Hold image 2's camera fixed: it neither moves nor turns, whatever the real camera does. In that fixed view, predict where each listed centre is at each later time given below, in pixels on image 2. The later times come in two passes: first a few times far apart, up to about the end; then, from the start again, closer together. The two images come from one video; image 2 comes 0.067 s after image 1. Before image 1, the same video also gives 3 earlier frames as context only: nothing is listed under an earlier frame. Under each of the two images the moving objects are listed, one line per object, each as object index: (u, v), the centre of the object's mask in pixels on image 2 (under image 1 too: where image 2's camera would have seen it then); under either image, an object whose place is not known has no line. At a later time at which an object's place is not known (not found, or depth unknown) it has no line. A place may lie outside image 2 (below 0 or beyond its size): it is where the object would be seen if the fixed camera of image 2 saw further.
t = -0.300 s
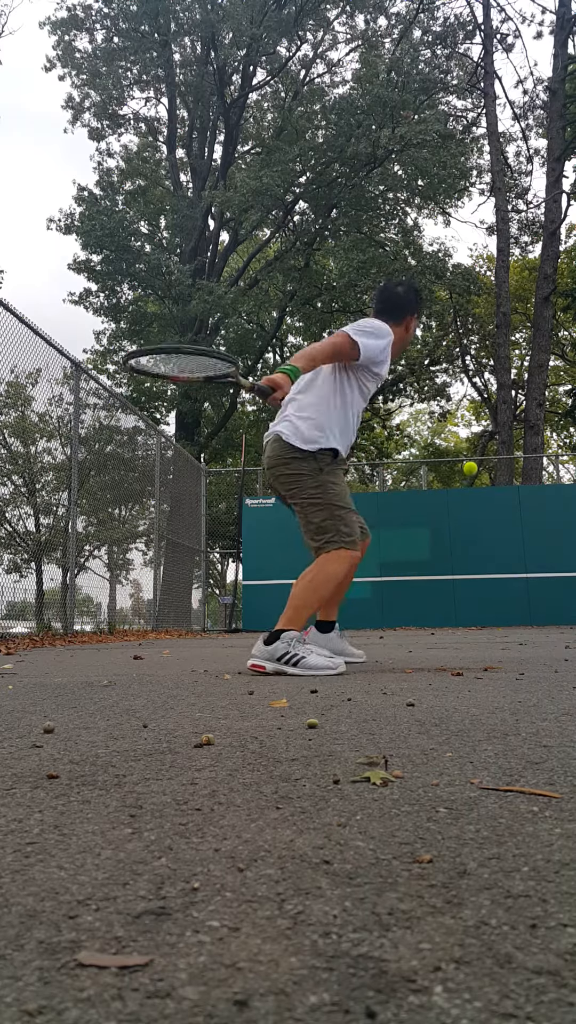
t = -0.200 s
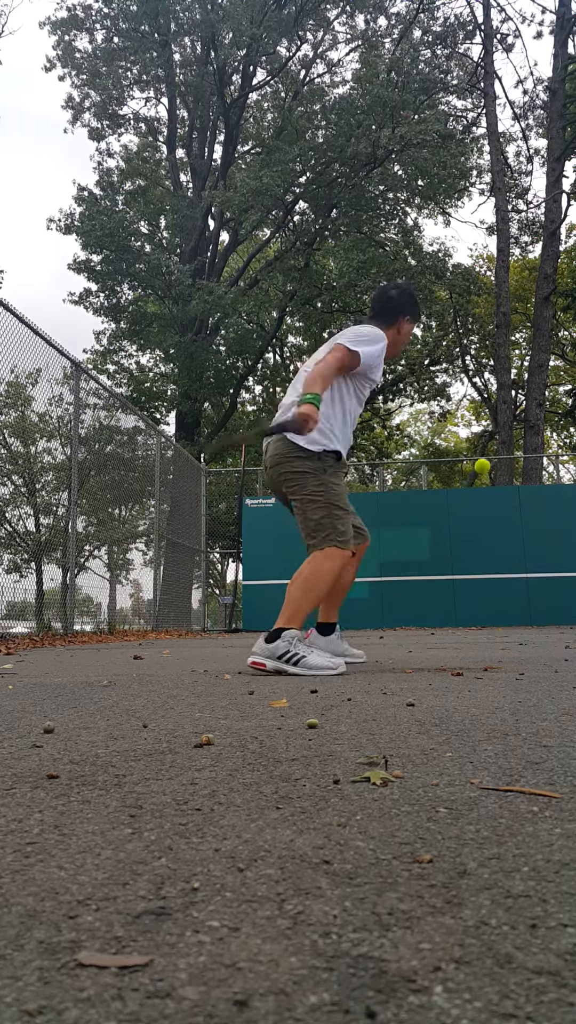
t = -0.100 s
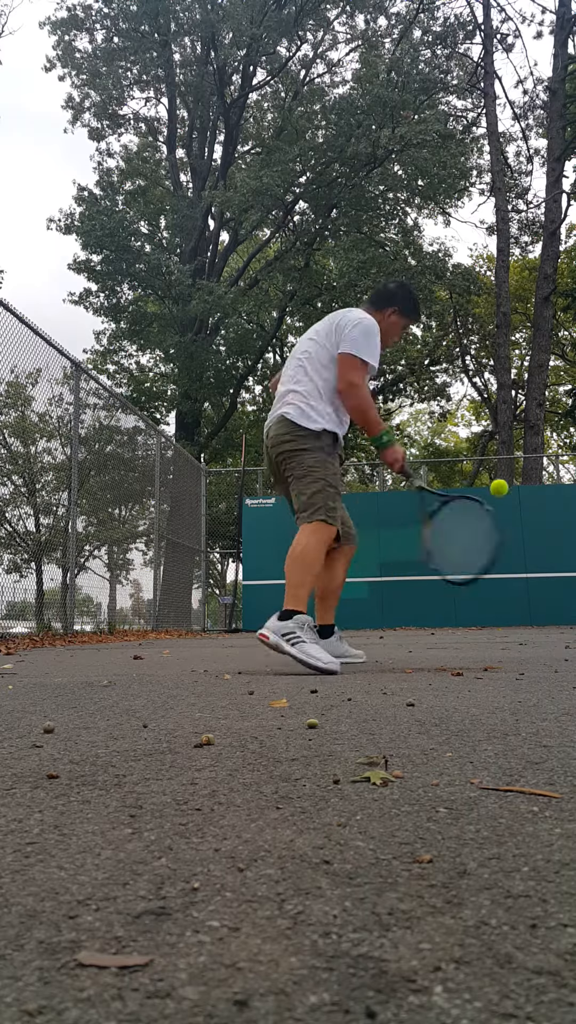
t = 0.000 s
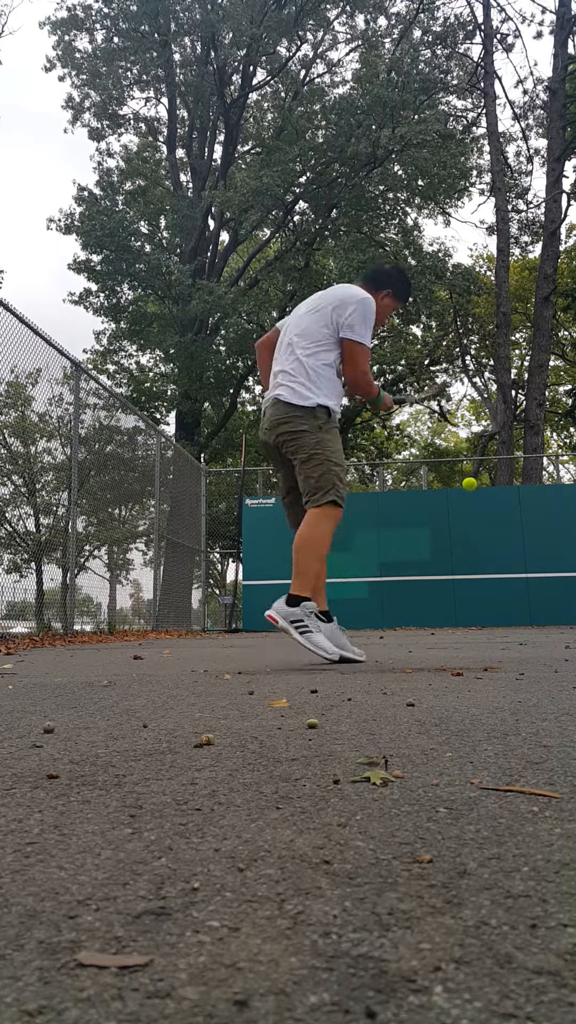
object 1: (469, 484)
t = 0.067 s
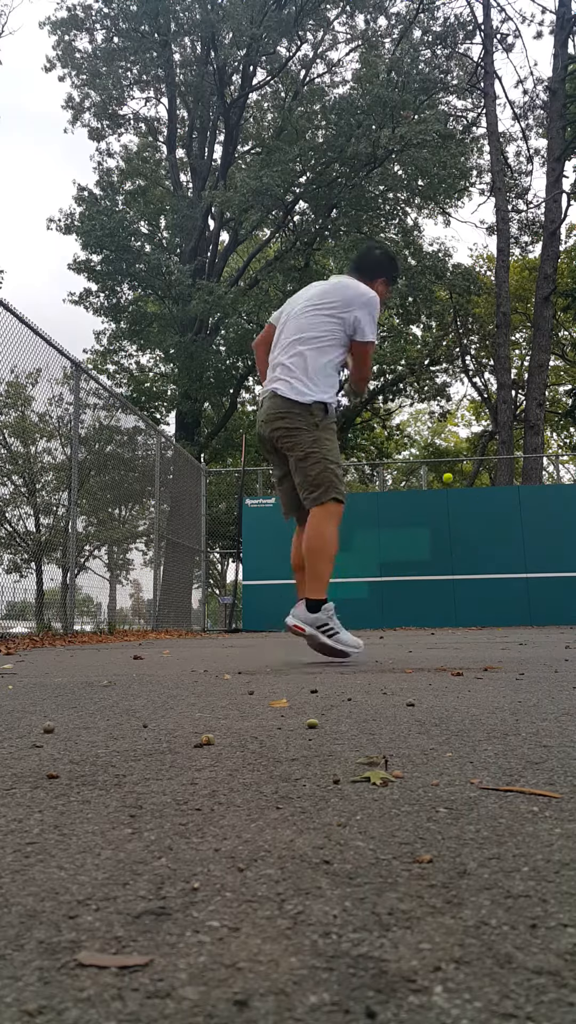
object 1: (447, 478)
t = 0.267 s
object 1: (422, 492)
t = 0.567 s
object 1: (413, 516)
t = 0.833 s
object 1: (420, 496)
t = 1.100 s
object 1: (433, 529)
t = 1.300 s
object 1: (449, 623)
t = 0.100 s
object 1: (441, 478)
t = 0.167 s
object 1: (430, 482)
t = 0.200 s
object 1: (427, 485)
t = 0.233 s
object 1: (424, 489)
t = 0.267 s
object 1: (422, 492)
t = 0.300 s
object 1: (420, 497)
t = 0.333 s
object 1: (418, 502)
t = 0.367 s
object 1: (416, 507)
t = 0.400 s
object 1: (415, 513)
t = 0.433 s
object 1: (414, 518)
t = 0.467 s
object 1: (413, 524)
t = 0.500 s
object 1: (412, 526)
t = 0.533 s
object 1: (412, 521)
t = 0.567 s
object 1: (413, 516)
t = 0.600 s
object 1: (414, 512)
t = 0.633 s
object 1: (414, 508)
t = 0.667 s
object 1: (415, 504)
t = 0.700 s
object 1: (416, 501)
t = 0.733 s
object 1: (417, 499)
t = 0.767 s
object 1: (418, 497)
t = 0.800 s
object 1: (419, 496)
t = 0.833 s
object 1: (420, 496)
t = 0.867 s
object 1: (421, 496)
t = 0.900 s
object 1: (422, 498)
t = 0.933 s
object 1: (424, 500)
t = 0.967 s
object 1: (425, 503)
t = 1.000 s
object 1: (427, 508)
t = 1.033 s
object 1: (429, 514)
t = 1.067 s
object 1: (431, 521)
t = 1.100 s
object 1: (433, 529)
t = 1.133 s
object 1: (435, 540)
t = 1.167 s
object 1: (438, 552)
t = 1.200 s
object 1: (440, 566)
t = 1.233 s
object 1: (443, 583)
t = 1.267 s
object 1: (446, 601)
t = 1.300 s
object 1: (449, 623)
